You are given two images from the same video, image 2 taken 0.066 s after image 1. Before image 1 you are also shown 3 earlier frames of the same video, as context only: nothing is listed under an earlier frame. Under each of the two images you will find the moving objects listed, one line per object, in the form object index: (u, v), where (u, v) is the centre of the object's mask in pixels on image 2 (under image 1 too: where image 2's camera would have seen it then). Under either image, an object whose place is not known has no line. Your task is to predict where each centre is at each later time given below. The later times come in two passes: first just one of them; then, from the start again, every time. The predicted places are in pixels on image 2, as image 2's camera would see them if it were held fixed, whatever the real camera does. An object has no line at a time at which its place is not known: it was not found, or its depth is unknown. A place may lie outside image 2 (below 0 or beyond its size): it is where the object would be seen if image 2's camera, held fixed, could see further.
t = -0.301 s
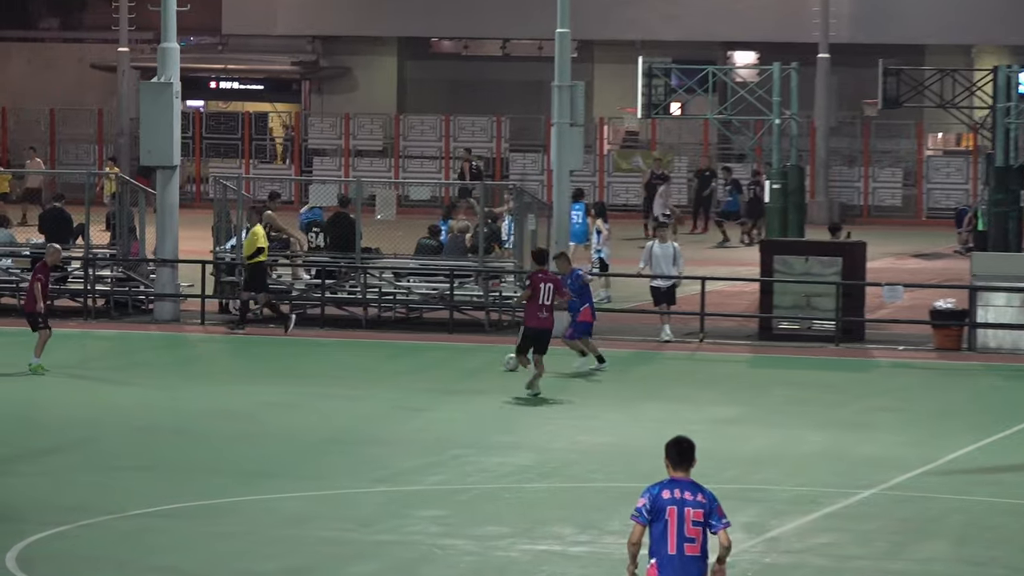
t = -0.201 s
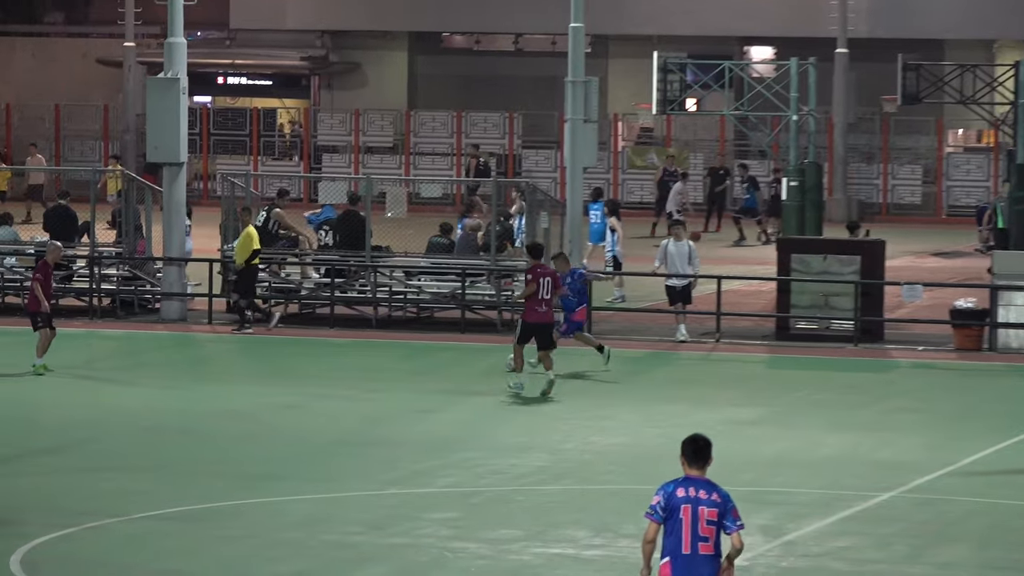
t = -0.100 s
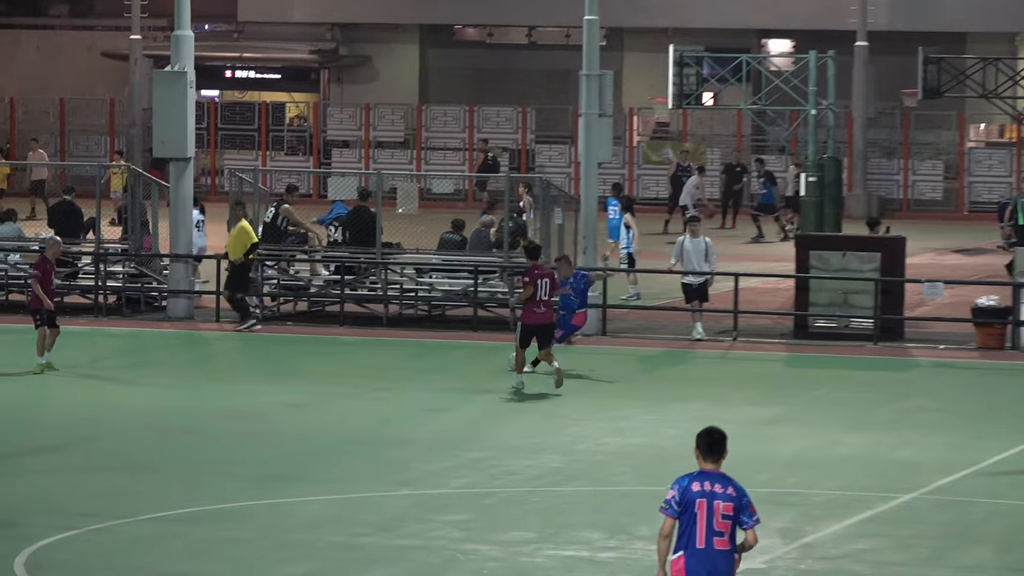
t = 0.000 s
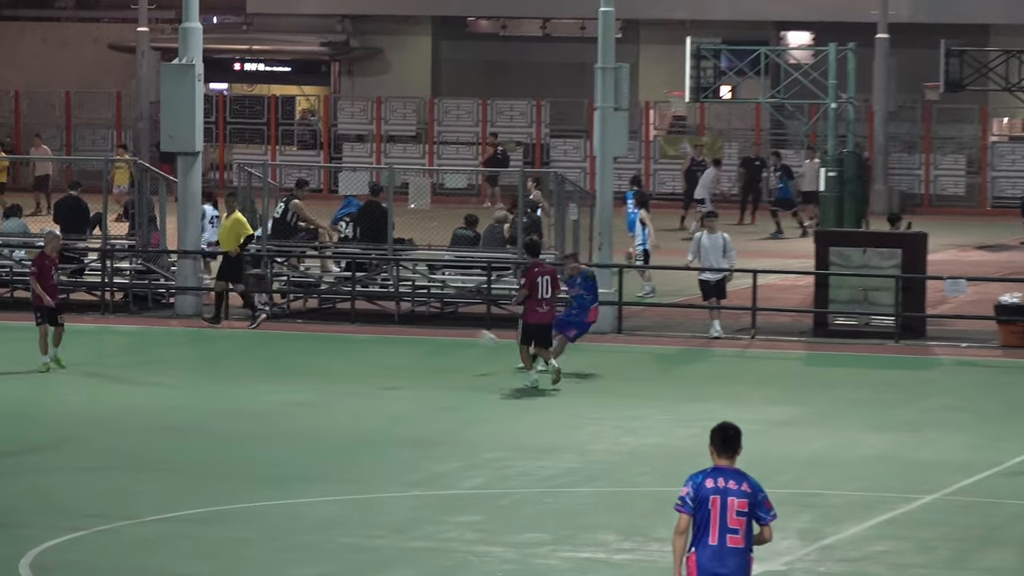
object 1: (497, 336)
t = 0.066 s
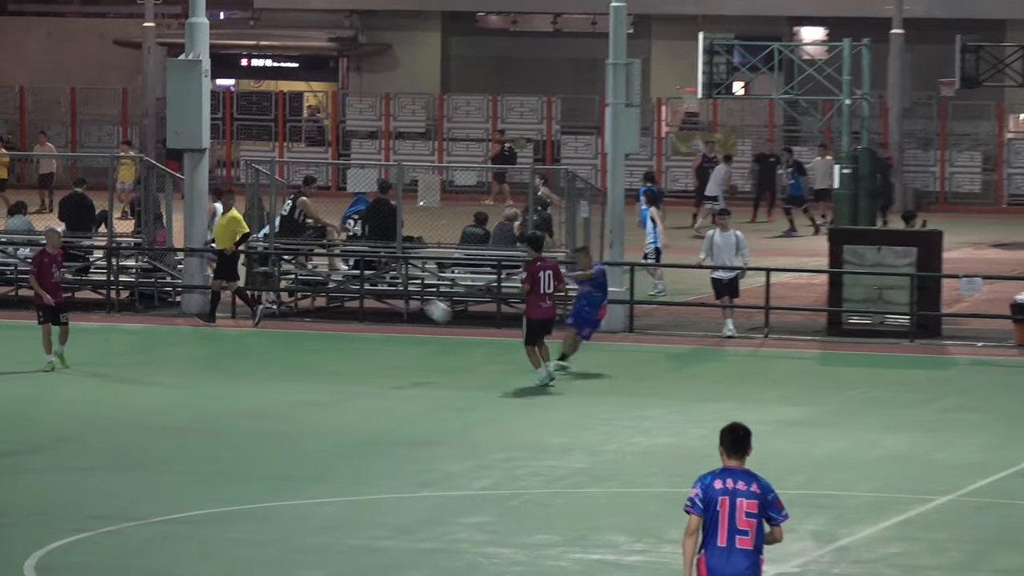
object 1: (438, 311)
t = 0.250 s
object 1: (273, 238)
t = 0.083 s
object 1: (423, 305)
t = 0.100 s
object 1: (409, 298)
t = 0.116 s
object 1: (394, 290)
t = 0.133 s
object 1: (380, 284)
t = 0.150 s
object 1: (364, 277)
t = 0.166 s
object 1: (351, 272)
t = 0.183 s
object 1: (335, 264)
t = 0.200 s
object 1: (317, 257)
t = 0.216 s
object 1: (302, 251)
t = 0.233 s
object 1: (288, 245)
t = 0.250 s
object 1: (273, 238)
